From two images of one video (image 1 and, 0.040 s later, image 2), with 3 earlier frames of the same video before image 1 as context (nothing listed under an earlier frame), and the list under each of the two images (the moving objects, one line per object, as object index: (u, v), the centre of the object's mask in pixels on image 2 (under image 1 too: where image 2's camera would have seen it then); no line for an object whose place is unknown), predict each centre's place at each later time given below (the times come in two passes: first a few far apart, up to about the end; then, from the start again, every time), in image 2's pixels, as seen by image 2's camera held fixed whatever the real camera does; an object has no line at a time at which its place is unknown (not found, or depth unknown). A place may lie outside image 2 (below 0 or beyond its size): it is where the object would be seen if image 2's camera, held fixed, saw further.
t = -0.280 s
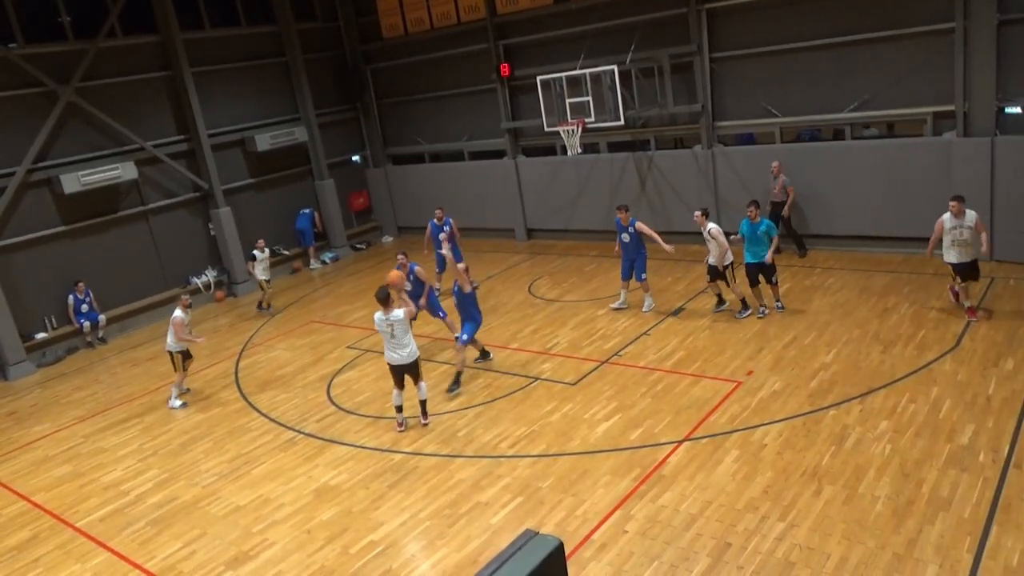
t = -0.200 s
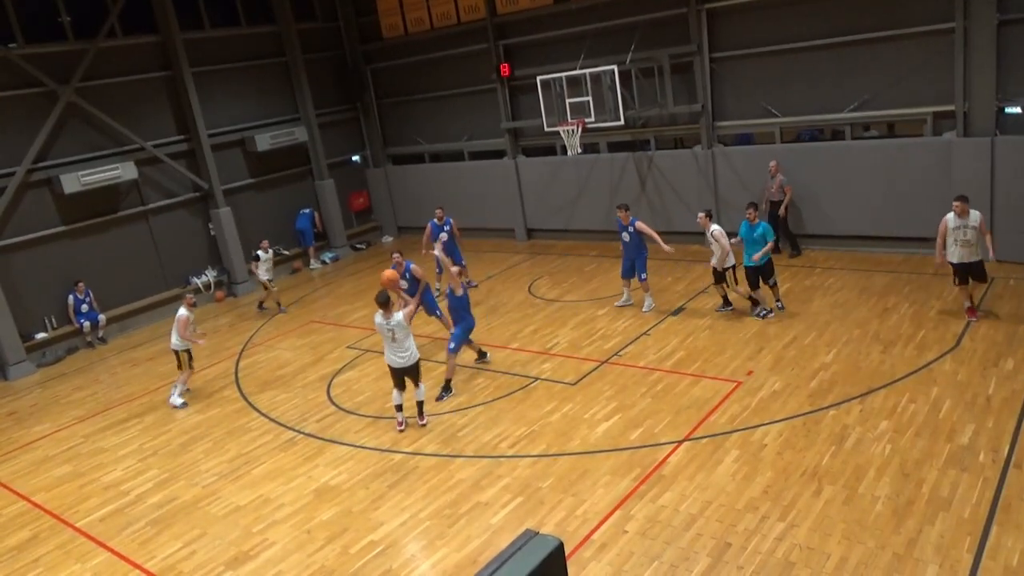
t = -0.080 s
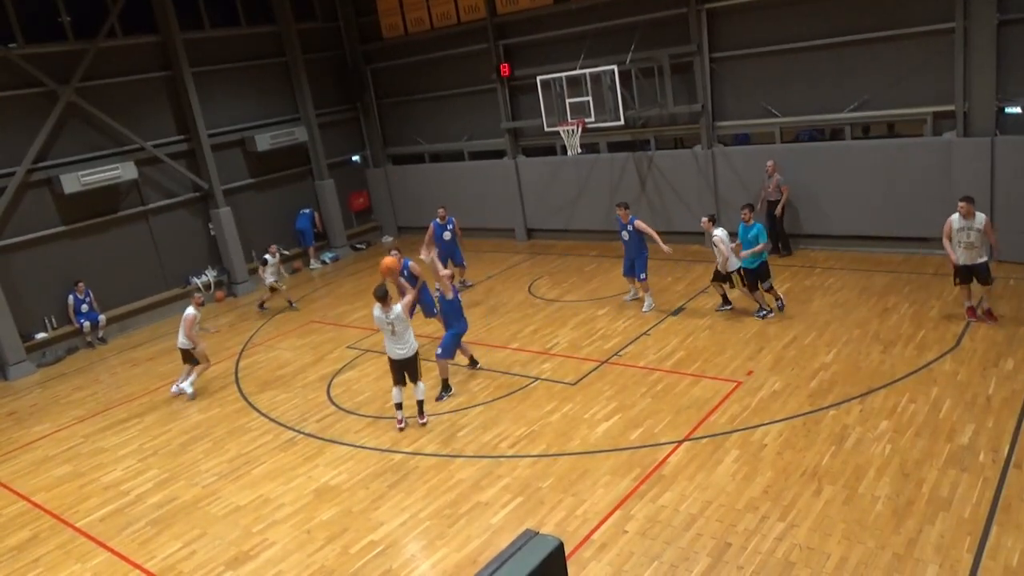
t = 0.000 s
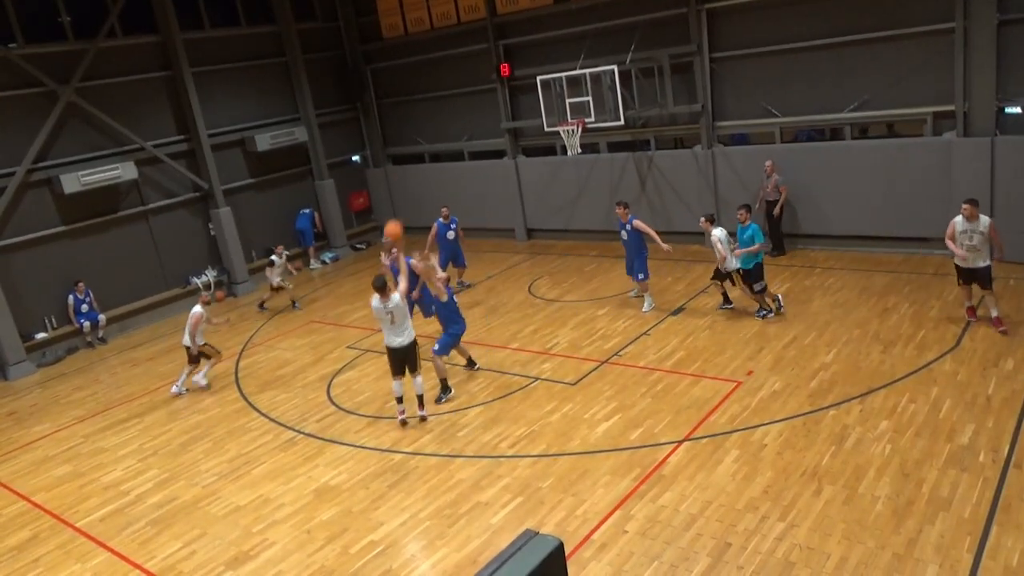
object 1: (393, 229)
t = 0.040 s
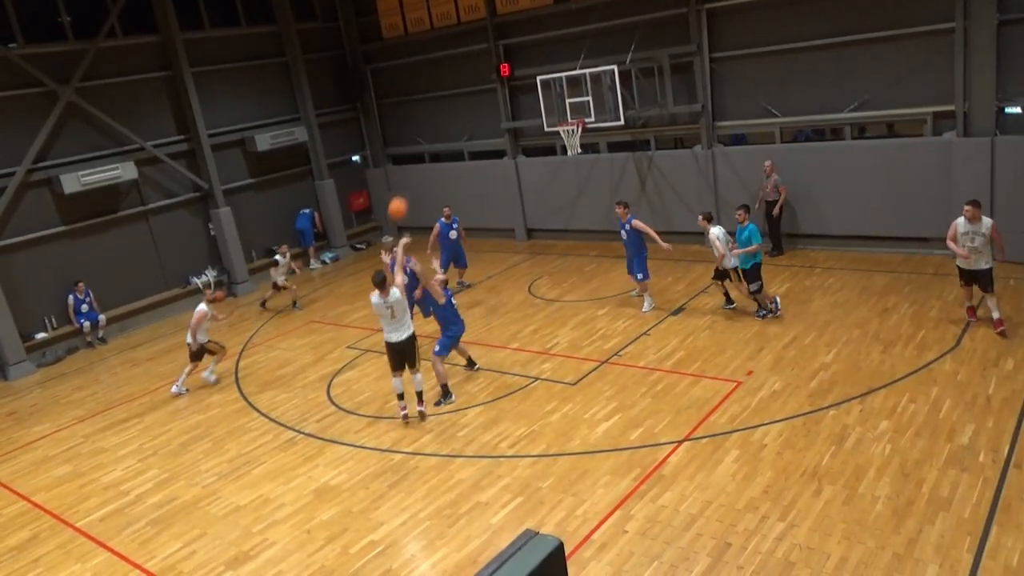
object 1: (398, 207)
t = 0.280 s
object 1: (428, 101)
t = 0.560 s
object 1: (468, 40)
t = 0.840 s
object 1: (509, 36)
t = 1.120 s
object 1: (550, 77)
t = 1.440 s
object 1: (572, 150)
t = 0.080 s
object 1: (403, 186)
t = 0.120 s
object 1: (408, 166)
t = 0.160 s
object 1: (413, 147)
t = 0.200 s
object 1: (418, 130)
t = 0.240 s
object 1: (423, 115)
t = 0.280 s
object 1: (428, 101)
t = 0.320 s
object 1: (434, 88)
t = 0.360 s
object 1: (439, 77)
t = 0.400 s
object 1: (445, 67)
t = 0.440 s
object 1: (451, 58)
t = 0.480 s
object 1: (457, 51)
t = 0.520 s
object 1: (462, 45)
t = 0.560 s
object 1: (468, 40)
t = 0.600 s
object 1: (474, 36)
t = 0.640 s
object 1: (480, 33)
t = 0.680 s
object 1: (486, 32)
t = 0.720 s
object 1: (492, 31)
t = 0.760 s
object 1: (497, 32)
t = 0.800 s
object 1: (503, 34)
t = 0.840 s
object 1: (509, 36)
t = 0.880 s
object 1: (515, 39)
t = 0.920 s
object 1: (521, 44)
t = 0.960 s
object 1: (527, 49)
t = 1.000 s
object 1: (532, 55)
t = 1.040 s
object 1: (538, 61)
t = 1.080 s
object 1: (544, 68)
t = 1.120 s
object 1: (550, 77)
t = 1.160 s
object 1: (556, 86)
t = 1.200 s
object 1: (561, 95)
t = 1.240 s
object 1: (567, 106)
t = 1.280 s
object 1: (572, 115)
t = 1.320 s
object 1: (575, 124)
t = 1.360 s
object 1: (573, 134)
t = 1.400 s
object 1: (574, 145)
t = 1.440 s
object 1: (572, 150)
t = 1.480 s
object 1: (570, 159)
